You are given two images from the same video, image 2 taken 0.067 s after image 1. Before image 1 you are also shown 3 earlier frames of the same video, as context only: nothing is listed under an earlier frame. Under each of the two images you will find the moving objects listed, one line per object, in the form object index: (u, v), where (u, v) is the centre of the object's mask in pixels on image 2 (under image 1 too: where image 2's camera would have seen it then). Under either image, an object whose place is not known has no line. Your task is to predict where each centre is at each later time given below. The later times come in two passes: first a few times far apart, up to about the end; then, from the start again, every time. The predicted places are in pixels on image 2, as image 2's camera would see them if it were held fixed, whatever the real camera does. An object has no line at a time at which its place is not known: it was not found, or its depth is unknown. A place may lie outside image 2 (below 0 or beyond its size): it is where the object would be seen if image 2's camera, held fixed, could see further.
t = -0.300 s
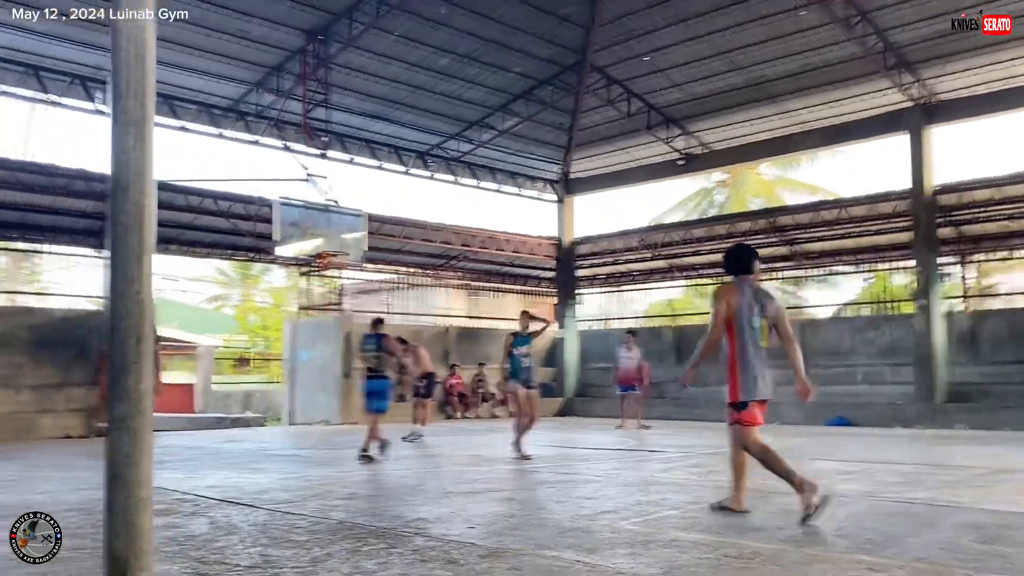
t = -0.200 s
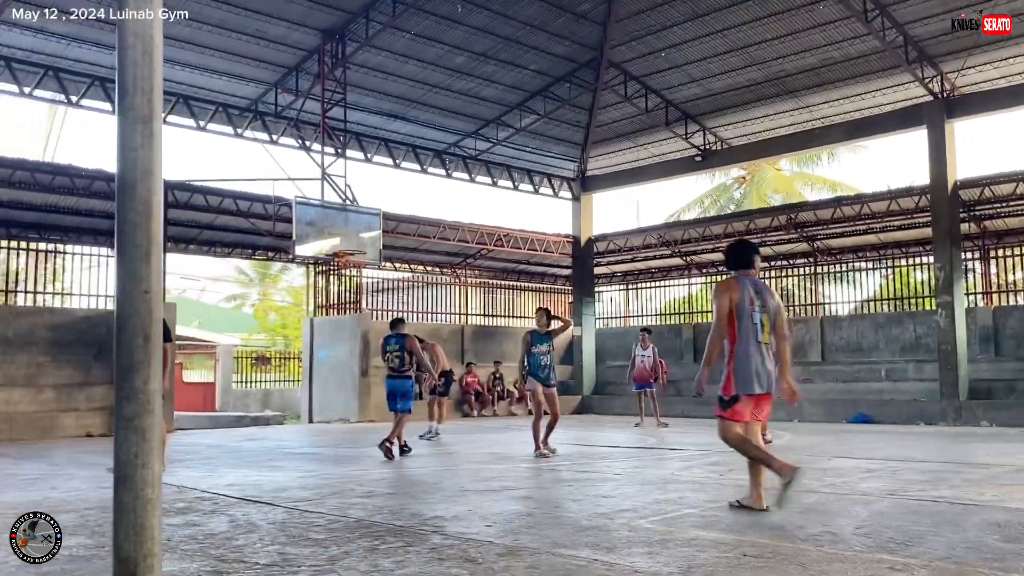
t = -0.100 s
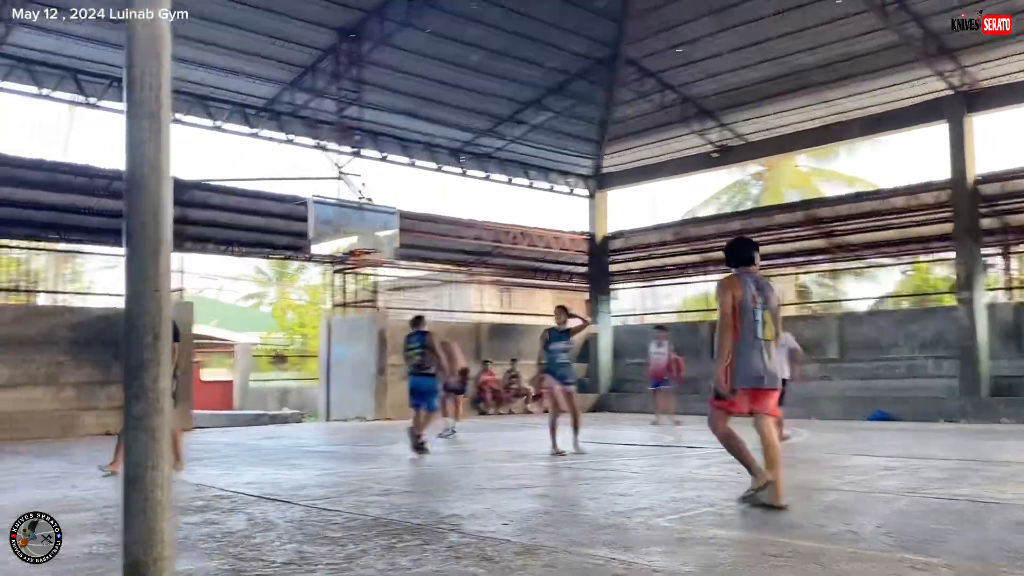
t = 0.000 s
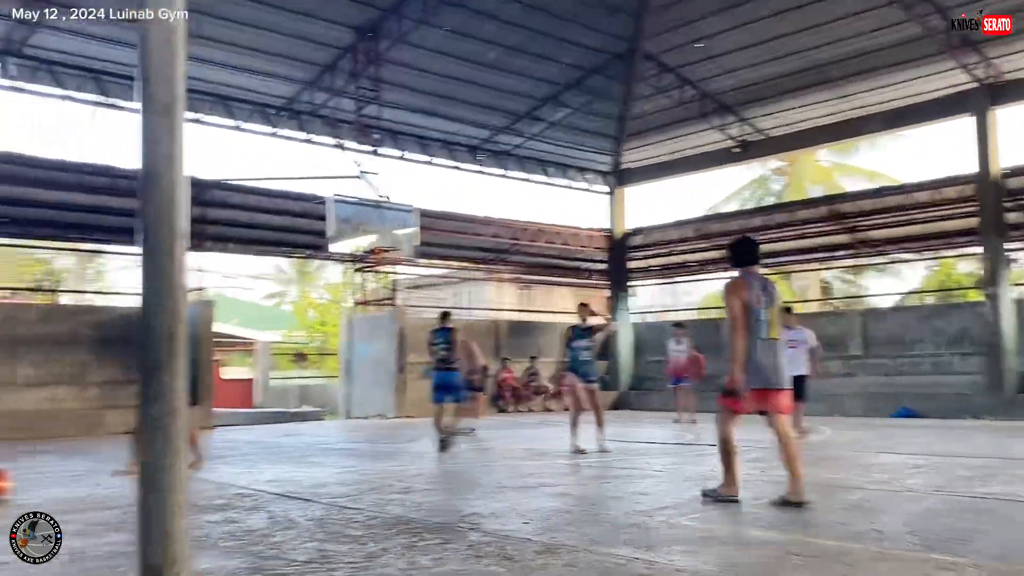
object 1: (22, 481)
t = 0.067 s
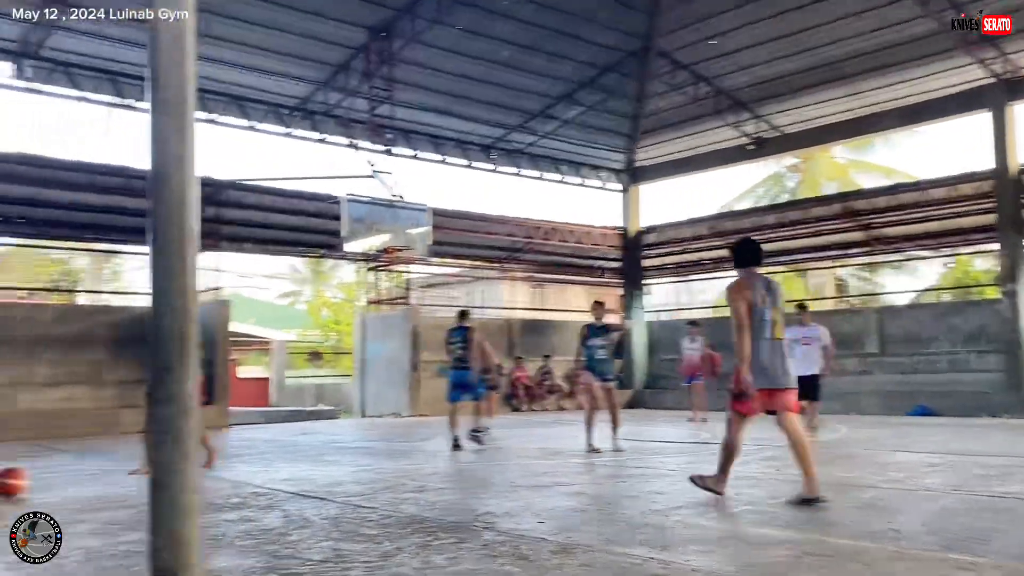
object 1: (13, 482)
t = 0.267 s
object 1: (7, 482)
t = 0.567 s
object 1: (-6, 483)
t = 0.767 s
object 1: (-17, 485)
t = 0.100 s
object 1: (10, 482)
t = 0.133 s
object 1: (9, 482)
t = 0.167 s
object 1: (9, 482)
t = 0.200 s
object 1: (8, 482)
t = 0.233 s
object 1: (7, 482)
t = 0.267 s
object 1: (7, 482)
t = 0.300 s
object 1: (5, 481)
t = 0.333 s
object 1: (4, 482)
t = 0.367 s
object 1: (3, 482)
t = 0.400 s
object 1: (2, 482)
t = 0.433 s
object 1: (0, 482)
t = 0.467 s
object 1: (-1, 482)
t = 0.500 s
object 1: (-3, 482)
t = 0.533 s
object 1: (-4, 483)
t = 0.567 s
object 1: (-6, 483)
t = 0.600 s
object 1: (-8, 483)
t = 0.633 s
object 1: (-10, 484)
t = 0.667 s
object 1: (-11, 484)
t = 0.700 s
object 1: (-14, 485)
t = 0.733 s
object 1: (-15, 485)
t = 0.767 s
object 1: (-17, 485)
